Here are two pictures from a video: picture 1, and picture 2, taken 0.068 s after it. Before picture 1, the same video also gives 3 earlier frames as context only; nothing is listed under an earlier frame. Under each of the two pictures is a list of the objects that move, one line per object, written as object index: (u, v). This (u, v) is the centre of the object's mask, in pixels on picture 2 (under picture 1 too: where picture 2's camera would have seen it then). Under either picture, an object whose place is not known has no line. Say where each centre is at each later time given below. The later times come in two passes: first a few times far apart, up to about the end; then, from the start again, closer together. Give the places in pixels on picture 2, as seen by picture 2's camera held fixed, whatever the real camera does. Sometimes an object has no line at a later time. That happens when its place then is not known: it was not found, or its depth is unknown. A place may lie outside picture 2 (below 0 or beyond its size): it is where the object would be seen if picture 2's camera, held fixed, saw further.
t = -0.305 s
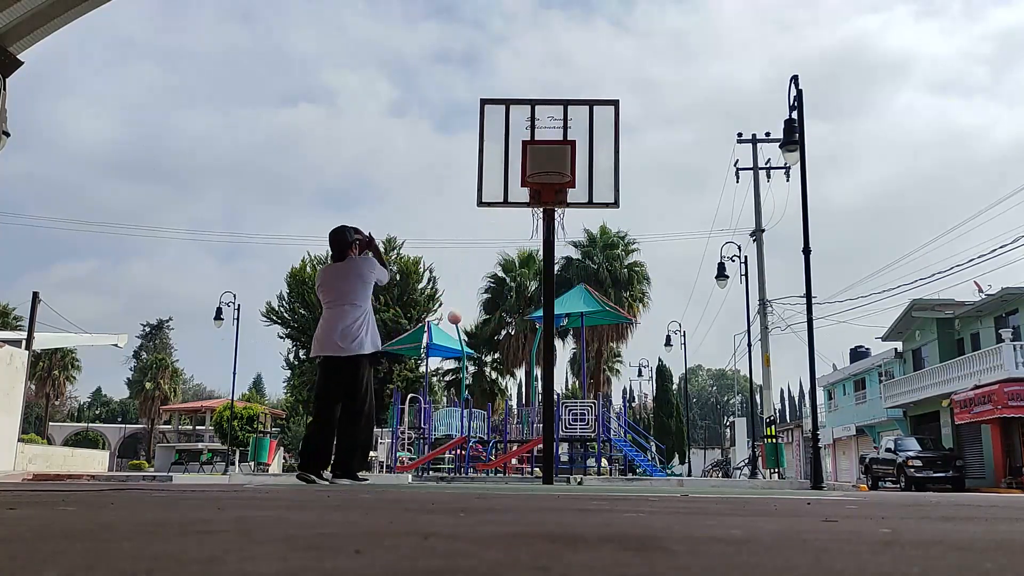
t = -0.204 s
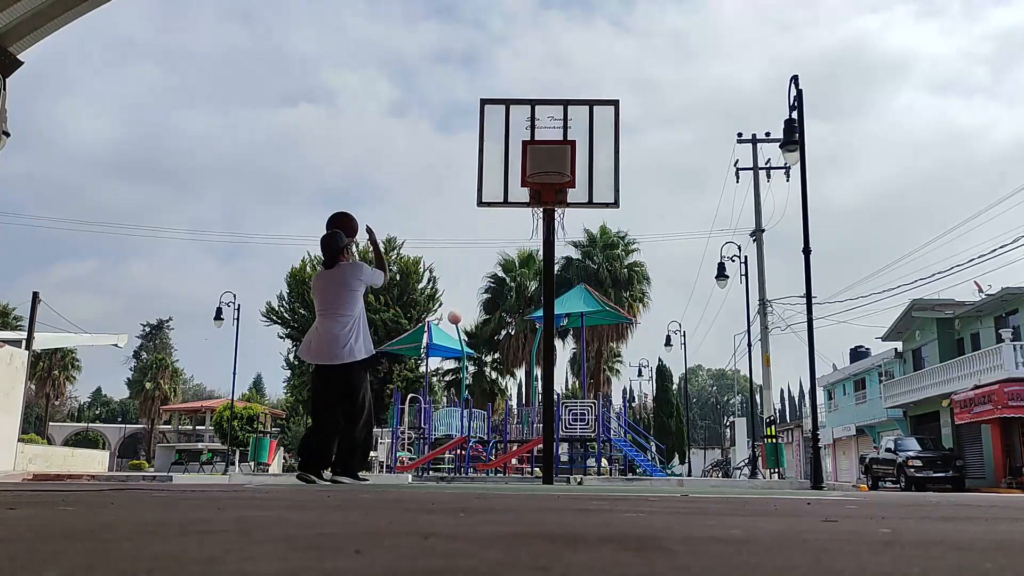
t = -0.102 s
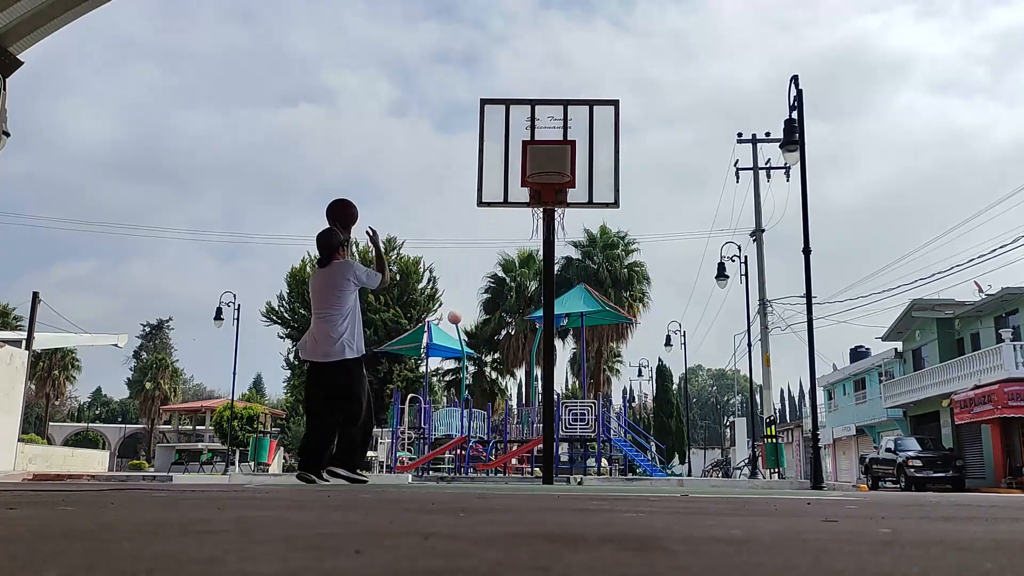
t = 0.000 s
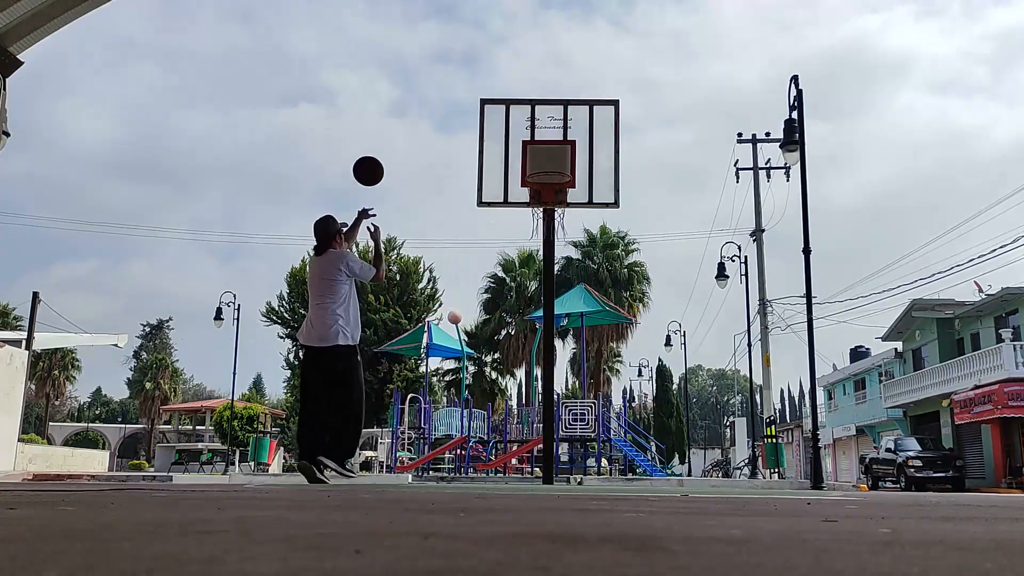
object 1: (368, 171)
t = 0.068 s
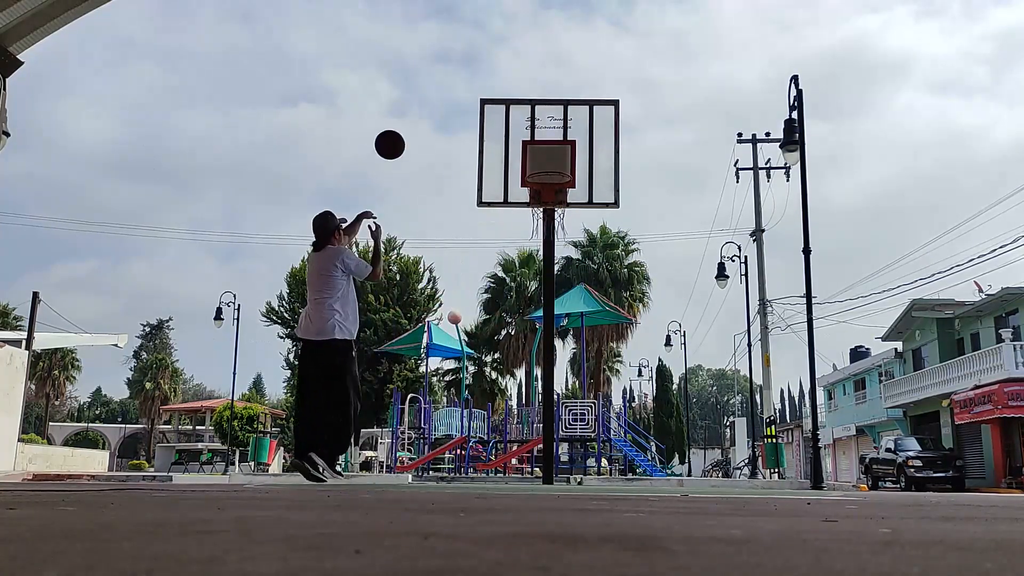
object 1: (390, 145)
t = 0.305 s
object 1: (455, 99)
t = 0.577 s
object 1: (517, 119)
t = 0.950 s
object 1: (566, 158)
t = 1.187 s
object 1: (590, 185)
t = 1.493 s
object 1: (625, 290)
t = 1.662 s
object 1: (646, 394)
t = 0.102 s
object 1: (400, 134)
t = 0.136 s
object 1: (410, 125)
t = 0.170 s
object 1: (419, 117)
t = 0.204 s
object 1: (428, 110)
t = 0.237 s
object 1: (437, 105)
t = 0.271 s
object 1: (446, 102)
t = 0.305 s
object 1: (455, 99)
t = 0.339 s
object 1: (463, 98)
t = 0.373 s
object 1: (471, 98)
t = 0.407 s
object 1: (479, 99)
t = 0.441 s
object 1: (487, 101)
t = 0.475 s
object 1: (495, 104)
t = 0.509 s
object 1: (502, 108)
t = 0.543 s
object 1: (509, 114)
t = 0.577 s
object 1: (517, 119)
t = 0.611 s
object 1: (523, 126)
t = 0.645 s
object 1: (530, 134)
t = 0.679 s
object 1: (537, 143)
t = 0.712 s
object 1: (543, 153)
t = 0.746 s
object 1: (549, 161)
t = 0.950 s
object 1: (566, 158)
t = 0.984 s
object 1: (569, 161)
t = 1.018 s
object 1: (572, 165)
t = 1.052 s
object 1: (576, 167)
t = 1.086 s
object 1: (579, 170)
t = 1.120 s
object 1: (583, 174)
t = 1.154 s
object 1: (586, 179)
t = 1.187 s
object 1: (590, 185)
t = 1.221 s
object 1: (594, 192)
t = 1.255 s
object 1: (598, 200)
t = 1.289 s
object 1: (601, 209)
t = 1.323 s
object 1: (605, 220)
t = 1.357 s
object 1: (609, 232)
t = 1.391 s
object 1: (613, 244)
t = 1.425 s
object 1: (616, 259)
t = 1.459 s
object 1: (621, 274)
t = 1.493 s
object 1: (625, 290)
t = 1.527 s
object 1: (629, 308)
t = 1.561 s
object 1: (633, 328)
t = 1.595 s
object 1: (637, 348)
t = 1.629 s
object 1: (641, 370)
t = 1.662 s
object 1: (646, 394)
